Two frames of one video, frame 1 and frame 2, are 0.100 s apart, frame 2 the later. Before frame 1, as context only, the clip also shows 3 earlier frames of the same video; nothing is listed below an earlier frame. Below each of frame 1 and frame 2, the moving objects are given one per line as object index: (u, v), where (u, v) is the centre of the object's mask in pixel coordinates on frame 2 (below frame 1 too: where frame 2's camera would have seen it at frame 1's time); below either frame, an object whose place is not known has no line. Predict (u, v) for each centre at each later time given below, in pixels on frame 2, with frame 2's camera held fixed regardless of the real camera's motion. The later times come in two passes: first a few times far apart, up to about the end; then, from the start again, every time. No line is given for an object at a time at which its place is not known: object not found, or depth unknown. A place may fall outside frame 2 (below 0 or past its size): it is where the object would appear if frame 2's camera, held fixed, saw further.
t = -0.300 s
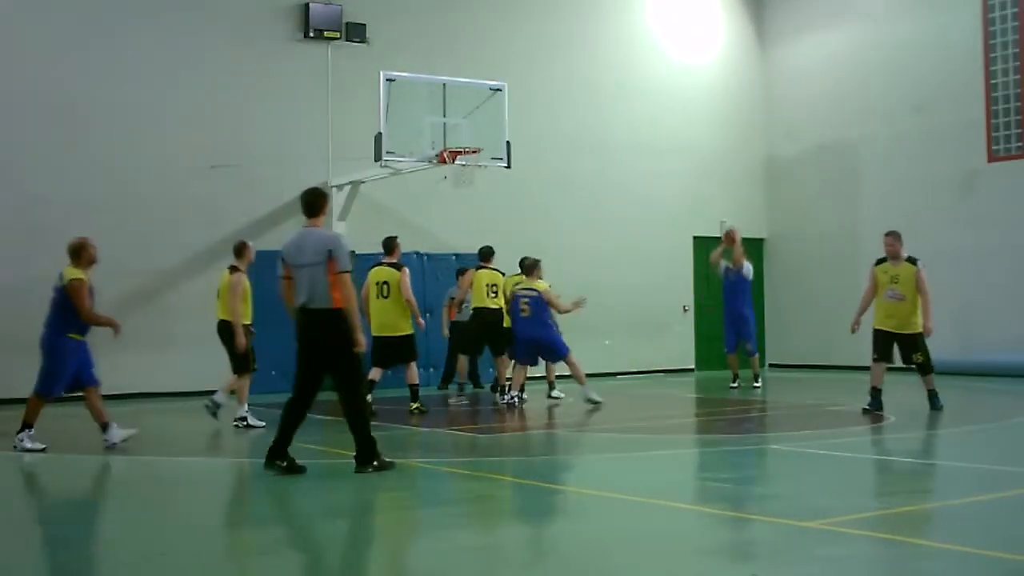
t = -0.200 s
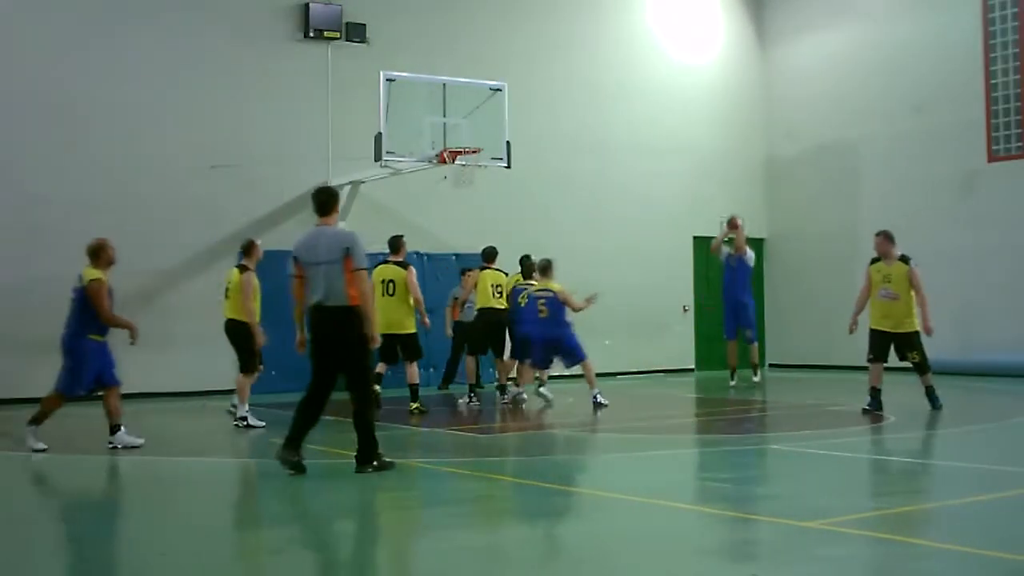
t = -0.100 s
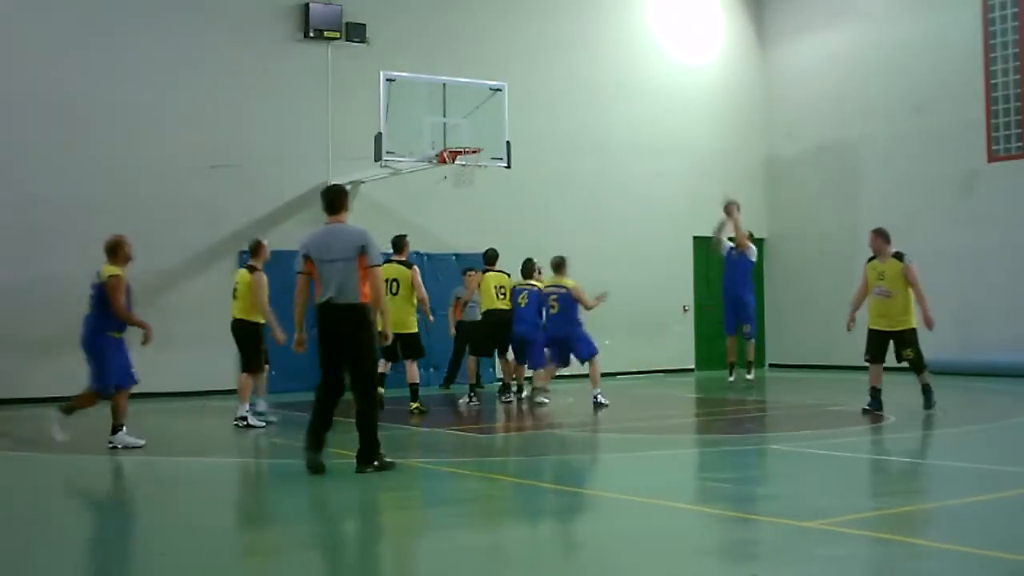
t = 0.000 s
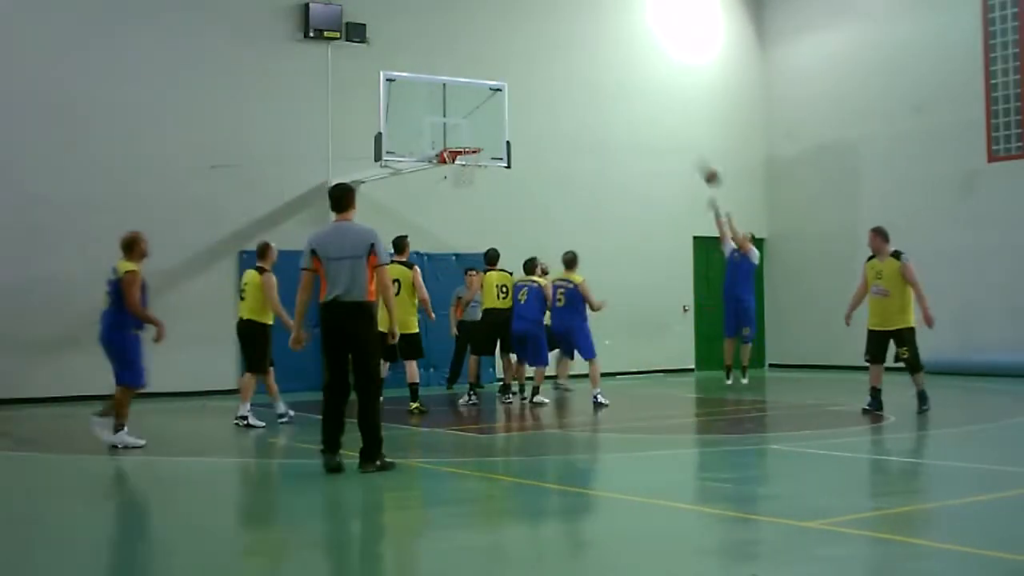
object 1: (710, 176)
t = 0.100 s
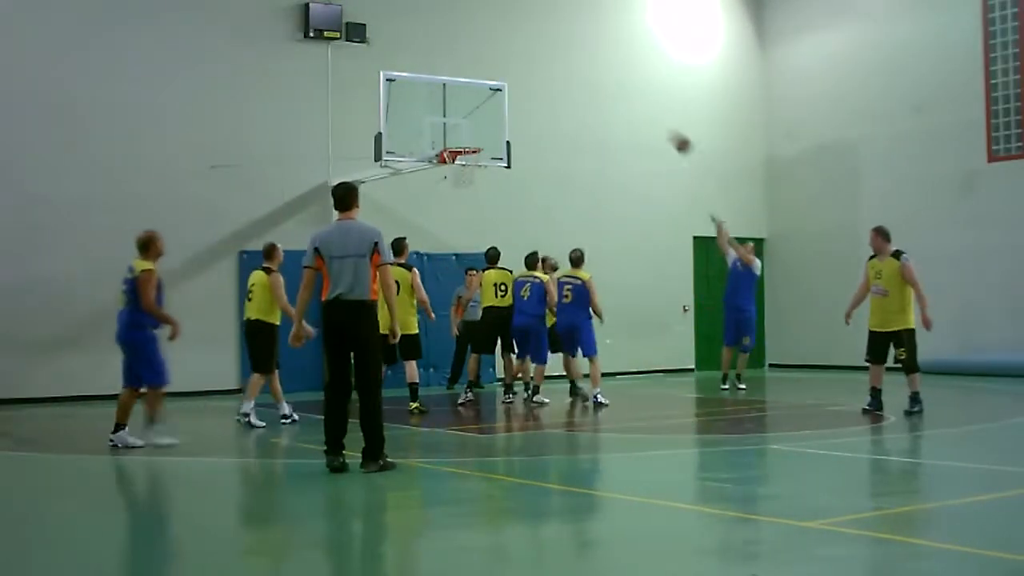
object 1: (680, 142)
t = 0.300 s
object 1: (623, 99)
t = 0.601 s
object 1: (532, 86)
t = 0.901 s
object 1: (439, 138)
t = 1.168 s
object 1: (389, 119)
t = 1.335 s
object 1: (373, 131)
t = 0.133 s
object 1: (671, 134)
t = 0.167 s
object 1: (661, 125)
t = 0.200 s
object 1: (652, 117)
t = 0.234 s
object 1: (642, 110)
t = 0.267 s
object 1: (632, 104)
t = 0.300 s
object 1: (623, 99)
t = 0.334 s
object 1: (613, 94)
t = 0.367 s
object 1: (603, 90)
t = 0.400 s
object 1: (593, 87)
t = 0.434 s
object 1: (584, 85)
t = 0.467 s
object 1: (574, 84)
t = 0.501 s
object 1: (563, 83)
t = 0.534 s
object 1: (553, 83)
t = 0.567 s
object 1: (543, 84)
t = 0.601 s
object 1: (532, 86)
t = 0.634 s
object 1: (522, 89)
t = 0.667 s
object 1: (513, 92)
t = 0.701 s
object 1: (502, 97)
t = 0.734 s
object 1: (491, 103)
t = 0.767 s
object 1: (481, 109)
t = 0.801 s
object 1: (470, 116)
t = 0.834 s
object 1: (460, 124)
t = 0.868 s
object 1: (448, 134)
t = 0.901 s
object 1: (439, 138)
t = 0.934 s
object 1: (431, 133)
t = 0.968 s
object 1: (424, 128)
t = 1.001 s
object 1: (416, 125)
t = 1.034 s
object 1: (409, 122)
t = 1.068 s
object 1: (402, 120)
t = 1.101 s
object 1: (395, 119)
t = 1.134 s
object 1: (392, 119)
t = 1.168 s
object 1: (389, 119)
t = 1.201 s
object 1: (386, 119)
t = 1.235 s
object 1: (383, 121)
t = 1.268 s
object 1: (380, 124)
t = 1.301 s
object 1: (376, 127)
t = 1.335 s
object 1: (373, 131)
